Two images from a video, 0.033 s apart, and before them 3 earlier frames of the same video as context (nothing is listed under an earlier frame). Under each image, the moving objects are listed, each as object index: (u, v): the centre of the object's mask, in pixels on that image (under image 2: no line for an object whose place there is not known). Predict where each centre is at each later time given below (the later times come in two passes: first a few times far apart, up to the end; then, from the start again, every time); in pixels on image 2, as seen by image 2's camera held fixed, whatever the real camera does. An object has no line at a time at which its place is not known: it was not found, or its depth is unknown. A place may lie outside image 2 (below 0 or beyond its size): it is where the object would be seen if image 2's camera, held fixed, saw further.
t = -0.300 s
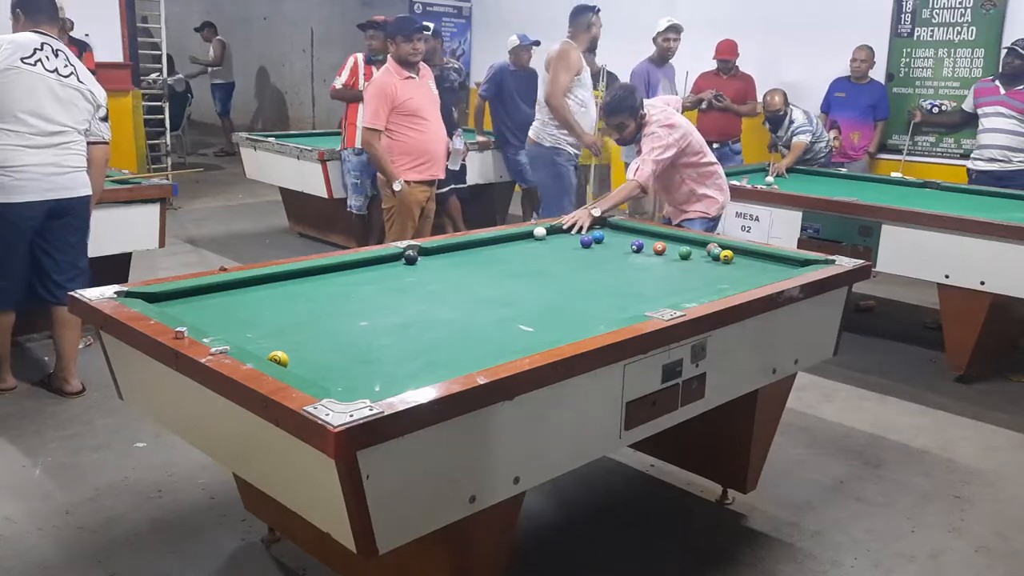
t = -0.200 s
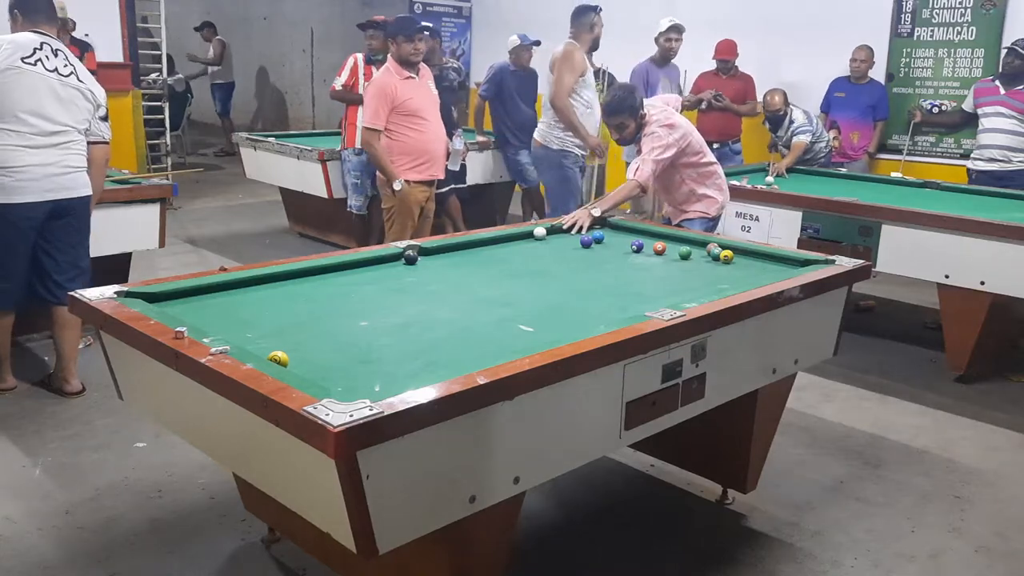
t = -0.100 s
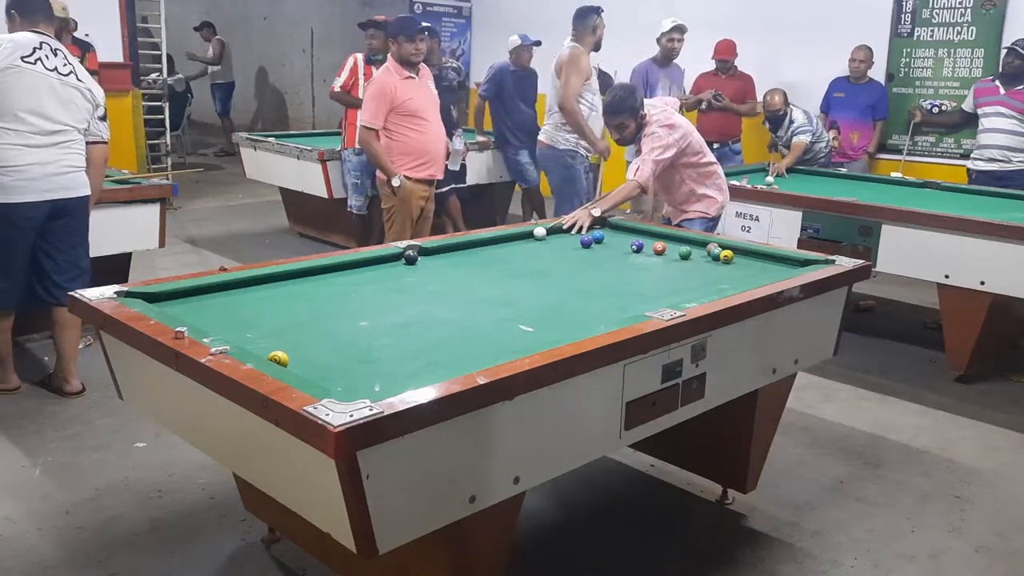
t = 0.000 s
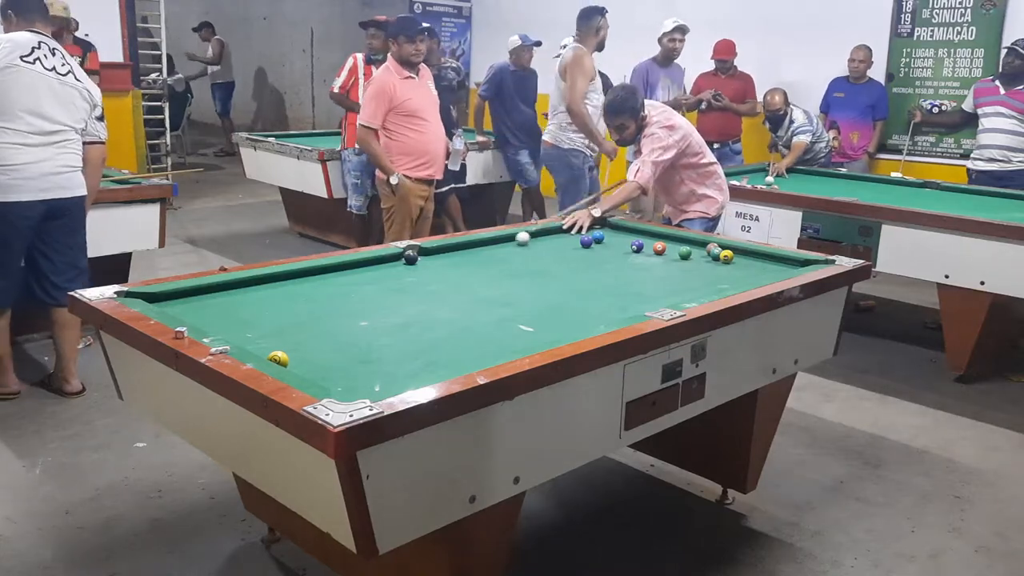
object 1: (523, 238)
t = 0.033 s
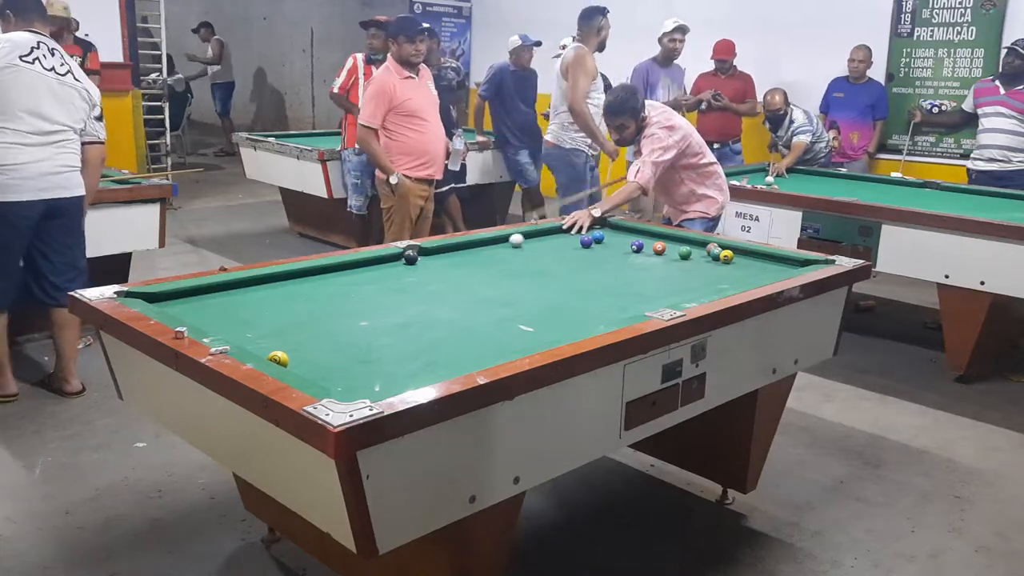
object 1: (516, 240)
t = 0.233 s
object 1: (477, 253)
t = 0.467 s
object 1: (424, 269)
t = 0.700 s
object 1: (361, 289)
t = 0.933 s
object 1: (287, 312)
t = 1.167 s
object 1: (236, 331)
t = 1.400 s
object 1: (312, 321)
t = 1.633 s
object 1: (378, 313)
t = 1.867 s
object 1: (437, 305)
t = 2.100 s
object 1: (489, 298)
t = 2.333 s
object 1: (537, 292)
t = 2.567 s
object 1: (579, 287)
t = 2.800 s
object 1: (618, 282)
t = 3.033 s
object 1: (653, 277)
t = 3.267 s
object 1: (685, 273)
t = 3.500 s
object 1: (714, 270)
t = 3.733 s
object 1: (741, 266)
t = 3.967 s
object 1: (764, 263)
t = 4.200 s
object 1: (786, 260)
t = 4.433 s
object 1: (784, 263)
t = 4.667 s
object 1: (778, 266)
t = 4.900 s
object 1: (773, 269)
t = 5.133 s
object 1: (768, 271)
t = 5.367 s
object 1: (763, 273)
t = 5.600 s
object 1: (759, 275)
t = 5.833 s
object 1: (756, 277)
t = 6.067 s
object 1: (752, 278)
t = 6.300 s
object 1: (748, 278)
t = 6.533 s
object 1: (745, 279)
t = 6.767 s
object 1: (744, 279)
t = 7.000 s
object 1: (744, 279)
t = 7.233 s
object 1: (744, 279)
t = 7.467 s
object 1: (744, 279)
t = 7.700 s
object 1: (744, 279)
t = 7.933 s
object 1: (744, 279)
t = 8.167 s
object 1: (744, 279)
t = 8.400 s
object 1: (744, 279)
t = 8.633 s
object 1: (744, 279)
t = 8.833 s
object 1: (744, 279)
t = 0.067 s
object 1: (510, 242)
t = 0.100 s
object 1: (503, 244)
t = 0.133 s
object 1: (497, 246)
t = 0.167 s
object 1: (490, 248)
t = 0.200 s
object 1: (484, 250)
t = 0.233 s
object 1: (477, 253)
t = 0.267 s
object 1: (469, 255)
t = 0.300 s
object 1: (462, 257)
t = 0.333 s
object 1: (455, 259)
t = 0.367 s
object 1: (447, 262)
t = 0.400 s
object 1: (440, 264)
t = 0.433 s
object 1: (432, 266)
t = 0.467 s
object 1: (424, 269)
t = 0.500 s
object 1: (416, 272)
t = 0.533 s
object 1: (407, 275)
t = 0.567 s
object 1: (399, 277)
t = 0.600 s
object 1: (389, 280)
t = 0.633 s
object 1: (380, 283)
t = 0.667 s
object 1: (371, 286)
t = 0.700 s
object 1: (361, 289)
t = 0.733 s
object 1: (352, 292)
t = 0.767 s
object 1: (341, 295)
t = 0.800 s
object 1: (331, 298)
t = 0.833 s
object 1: (320, 302)
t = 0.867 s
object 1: (309, 305)
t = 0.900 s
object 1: (298, 309)
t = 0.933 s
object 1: (287, 312)
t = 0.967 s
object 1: (275, 316)
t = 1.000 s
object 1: (263, 320)
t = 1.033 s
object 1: (251, 324)
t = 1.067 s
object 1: (238, 327)
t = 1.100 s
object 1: (226, 330)
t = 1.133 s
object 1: (223, 330)
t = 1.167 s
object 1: (236, 331)
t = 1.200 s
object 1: (248, 330)
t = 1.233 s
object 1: (259, 328)
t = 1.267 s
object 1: (271, 327)
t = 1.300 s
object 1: (281, 325)
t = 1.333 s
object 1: (292, 324)
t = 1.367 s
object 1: (302, 323)
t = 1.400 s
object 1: (312, 321)
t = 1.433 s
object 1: (322, 320)
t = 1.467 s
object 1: (331, 319)
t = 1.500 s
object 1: (341, 318)
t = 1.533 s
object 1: (351, 317)
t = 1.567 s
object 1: (360, 315)
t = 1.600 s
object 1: (369, 314)
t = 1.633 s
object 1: (378, 313)
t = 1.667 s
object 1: (387, 312)
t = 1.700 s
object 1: (395, 310)
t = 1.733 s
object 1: (404, 309)
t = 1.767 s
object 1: (412, 308)
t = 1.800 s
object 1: (421, 307)
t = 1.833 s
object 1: (429, 306)
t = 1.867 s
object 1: (437, 305)
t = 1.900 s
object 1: (445, 304)
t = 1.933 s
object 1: (452, 303)
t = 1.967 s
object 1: (460, 302)
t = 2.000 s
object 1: (468, 301)
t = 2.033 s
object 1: (475, 300)
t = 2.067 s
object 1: (482, 299)
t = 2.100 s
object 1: (489, 298)
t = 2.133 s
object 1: (497, 297)
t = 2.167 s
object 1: (503, 296)
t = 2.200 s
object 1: (510, 295)
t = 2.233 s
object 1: (517, 295)
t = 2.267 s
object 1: (524, 294)
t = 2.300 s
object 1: (530, 293)
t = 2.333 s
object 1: (537, 292)
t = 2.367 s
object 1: (543, 291)
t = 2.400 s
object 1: (549, 290)
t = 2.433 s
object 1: (555, 290)
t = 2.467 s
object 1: (561, 289)
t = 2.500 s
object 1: (567, 288)
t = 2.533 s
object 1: (573, 287)
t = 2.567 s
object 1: (579, 287)
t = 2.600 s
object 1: (585, 286)
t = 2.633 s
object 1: (591, 285)
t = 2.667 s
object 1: (596, 284)
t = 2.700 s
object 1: (602, 284)
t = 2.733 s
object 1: (607, 283)
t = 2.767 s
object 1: (612, 282)
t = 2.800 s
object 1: (618, 282)
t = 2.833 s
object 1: (623, 281)
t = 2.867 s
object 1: (628, 280)
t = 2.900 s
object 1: (633, 280)
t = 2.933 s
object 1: (638, 279)
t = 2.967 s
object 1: (643, 278)
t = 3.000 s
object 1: (648, 278)
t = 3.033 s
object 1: (653, 277)
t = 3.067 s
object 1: (658, 277)
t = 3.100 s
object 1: (662, 276)
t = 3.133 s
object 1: (667, 276)
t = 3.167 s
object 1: (671, 275)
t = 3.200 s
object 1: (676, 274)
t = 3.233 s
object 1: (681, 274)
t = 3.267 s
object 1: (685, 273)
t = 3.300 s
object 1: (689, 273)
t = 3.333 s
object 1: (694, 272)
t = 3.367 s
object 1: (698, 272)
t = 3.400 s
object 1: (702, 271)
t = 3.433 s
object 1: (706, 271)
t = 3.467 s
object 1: (710, 270)
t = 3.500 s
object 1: (714, 270)
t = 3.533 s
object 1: (718, 269)
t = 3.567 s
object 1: (722, 269)
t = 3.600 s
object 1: (726, 268)
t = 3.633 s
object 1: (730, 267)
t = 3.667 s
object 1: (733, 267)
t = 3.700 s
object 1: (737, 267)
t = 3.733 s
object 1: (741, 266)
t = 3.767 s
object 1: (744, 266)
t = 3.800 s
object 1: (747, 265)
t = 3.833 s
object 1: (751, 265)
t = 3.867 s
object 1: (754, 264)
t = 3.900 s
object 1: (758, 264)
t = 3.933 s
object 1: (761, 263)
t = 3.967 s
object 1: (764, 263)
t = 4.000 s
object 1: (768, 263)
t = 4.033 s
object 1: (771, 262)
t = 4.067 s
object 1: (774, 262)
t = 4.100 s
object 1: (777, 261)
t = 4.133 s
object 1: (780, 261)
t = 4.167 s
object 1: (783, 260)
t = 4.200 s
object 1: (786, 260)
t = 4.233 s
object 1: (788, 260)
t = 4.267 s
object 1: (787, 260)
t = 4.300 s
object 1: (787, 261)
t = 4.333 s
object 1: (786, 261)
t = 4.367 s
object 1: (785, 262)
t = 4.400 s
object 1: (784, 262)
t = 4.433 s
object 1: (784, 263)
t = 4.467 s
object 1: (783, 263)
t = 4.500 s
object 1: (782, 264)
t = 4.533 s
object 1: (781, 264)
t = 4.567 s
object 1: (780, 265)
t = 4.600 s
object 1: (779, 265)
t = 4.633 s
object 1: (779, 266)
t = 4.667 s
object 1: (778, 266)
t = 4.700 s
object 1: (777, 266)
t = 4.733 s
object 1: (776, 267)
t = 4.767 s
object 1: (776, 267)
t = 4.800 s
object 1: (775, 267)
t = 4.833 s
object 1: (774, 268)
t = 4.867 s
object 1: (773, 268)
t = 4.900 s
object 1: (773, 269)
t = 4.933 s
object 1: (772, 269)
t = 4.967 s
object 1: (771, 269)
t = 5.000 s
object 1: (770, 269)
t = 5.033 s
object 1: (770, 270)
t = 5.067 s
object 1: (769, 270)
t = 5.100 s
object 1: (768, 270)
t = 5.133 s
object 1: (768, 271)
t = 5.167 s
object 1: (767, 271)
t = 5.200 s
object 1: (767, 271)
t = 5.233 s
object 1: (766, 272)
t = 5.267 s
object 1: (765, 272)
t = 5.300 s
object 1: (764, 272)
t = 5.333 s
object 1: (764, 272)
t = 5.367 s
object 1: (763, 273)
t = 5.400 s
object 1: (763, 273)
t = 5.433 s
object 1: (762, 274)
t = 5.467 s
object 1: (761, 274)
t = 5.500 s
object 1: (761, 274)
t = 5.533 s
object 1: (760, 274)
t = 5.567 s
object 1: (760, 274)
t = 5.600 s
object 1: (759, 275)
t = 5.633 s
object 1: (759, 275)
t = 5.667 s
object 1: (758, 275)
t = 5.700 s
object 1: (758, 276)
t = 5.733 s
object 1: (757, 276)
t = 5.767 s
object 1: (757, 276)
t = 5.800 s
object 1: (757, 276)
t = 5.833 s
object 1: (756, 277)
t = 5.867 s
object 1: (756, 276)
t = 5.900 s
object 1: (756, 277)
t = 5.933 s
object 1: (755, 277)
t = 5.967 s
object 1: (754, 277)
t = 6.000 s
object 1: (754, 277)
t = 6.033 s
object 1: (753, 277)
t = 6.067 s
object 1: (752, 278)
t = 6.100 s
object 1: (752, 278)
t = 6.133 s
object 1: (751, 278)
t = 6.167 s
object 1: (750, 278)
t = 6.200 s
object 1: (750, 278)
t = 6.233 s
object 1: (749, 278)
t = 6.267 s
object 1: (748, 278)
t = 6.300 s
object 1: (748, 278)
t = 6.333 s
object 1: (748, 278)
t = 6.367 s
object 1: (747, 278)
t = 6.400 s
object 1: (746, 278)
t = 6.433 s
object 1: (746, 278)
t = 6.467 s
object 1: (746, 278)
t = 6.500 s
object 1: (745, 278)
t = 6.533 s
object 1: (745, 279)
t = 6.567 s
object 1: (745, 278)
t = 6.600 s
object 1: (745, 279)
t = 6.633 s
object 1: (744, 279)
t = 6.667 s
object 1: (745, 279)
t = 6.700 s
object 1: (744, 279)
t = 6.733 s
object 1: (744, 279)
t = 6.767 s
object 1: (744, 279)
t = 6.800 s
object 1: (745, 279)
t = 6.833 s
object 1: (745, 279)
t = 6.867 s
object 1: (745, 279)
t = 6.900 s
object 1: (744, 279)
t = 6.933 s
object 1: (745, 279)
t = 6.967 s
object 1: (744, 279)
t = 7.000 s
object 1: (744, 279)
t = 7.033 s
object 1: (744, 279)
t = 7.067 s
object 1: (744, 279)
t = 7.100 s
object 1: (744, 279)
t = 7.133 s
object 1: (744, 279)
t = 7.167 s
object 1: (745, 279)
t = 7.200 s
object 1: (745, 279)
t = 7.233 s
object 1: (744, 279)
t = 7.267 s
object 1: (744, 279)
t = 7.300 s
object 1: (744, 279)
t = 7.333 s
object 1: (744, 279)
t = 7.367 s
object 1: (744, 279)
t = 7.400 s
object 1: (744, 279)
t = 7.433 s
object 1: (744, 279)
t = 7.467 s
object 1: (744, 279)
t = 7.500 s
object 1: (744, 279)
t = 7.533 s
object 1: (744, 279)
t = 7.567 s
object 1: (744, 279)
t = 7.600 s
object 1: (744, 279)
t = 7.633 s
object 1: (744, 279)
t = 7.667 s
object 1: (744, 279)
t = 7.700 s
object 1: (744, 279)
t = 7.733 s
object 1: (744, 279)
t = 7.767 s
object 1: (744, 279)
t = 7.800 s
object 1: (744, 279)
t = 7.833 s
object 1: (745, 279)
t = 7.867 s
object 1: (745, 279)
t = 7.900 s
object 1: (744, 279)
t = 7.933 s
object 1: (744, 279)
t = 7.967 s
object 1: (744, 279)
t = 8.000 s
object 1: (744, 279)
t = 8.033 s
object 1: (744, 279)
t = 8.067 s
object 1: (744, 279)
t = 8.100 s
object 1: (744, 279)
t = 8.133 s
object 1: (744, 279)
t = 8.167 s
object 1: (744, 279)
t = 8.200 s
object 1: (744, 279)
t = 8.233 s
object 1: (744, 279)
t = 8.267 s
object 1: (744, 279)
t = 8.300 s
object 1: (744, 279)
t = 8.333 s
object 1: (744, 279)
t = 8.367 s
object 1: (744, 279)
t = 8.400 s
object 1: (744, 279)
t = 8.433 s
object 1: (744, 279)
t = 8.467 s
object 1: (744, 279)
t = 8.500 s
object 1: (744, 279)
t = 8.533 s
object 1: (744, 279)
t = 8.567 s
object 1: (744, 279)
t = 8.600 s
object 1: (744, 279)
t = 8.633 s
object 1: (744, 279)
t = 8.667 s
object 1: (744, 279)
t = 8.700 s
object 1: (744, 279)
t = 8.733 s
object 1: (744, 279)
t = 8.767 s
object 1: (744, 279)
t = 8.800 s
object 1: (744, 279)
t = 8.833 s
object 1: (744, 279)
